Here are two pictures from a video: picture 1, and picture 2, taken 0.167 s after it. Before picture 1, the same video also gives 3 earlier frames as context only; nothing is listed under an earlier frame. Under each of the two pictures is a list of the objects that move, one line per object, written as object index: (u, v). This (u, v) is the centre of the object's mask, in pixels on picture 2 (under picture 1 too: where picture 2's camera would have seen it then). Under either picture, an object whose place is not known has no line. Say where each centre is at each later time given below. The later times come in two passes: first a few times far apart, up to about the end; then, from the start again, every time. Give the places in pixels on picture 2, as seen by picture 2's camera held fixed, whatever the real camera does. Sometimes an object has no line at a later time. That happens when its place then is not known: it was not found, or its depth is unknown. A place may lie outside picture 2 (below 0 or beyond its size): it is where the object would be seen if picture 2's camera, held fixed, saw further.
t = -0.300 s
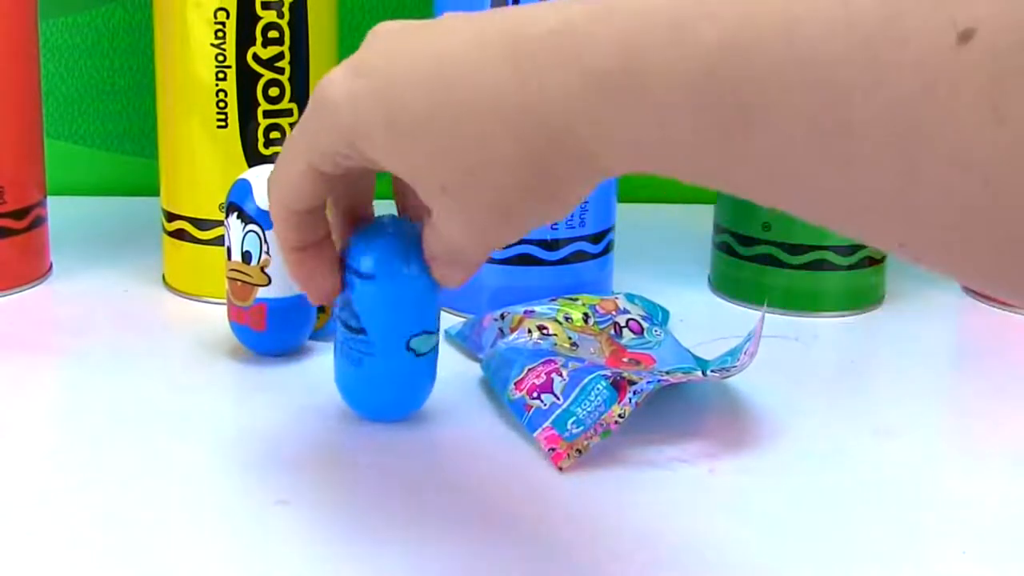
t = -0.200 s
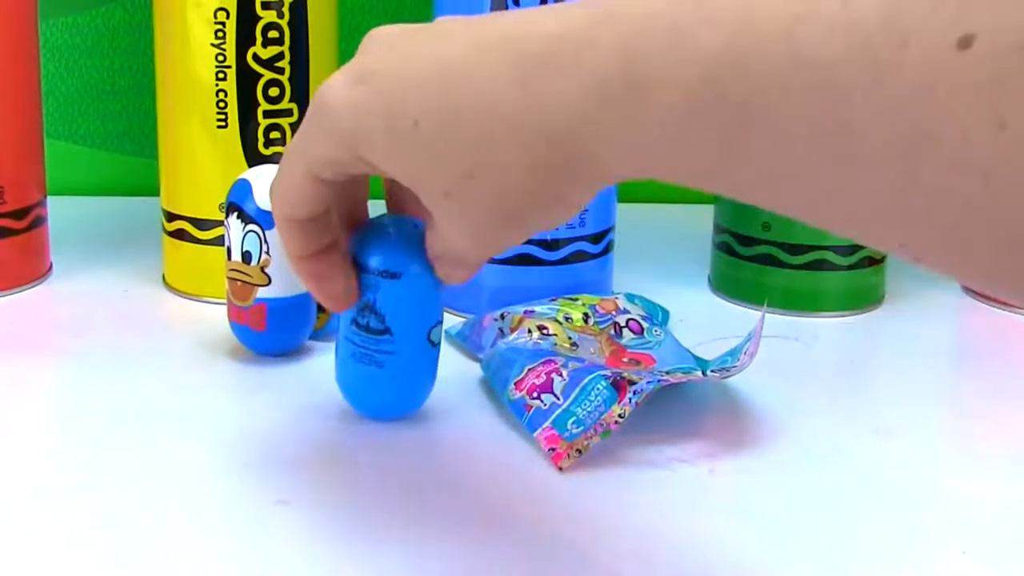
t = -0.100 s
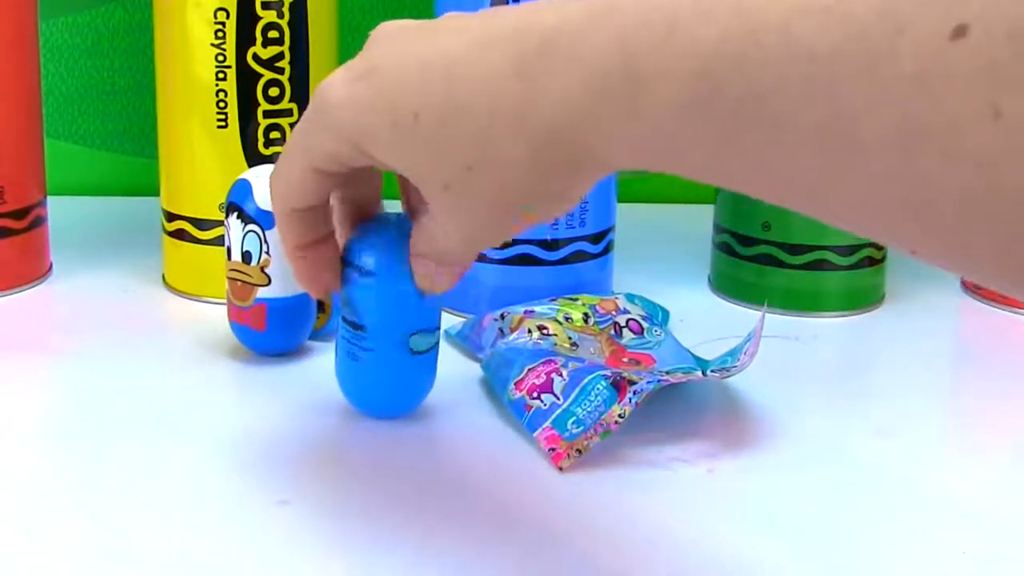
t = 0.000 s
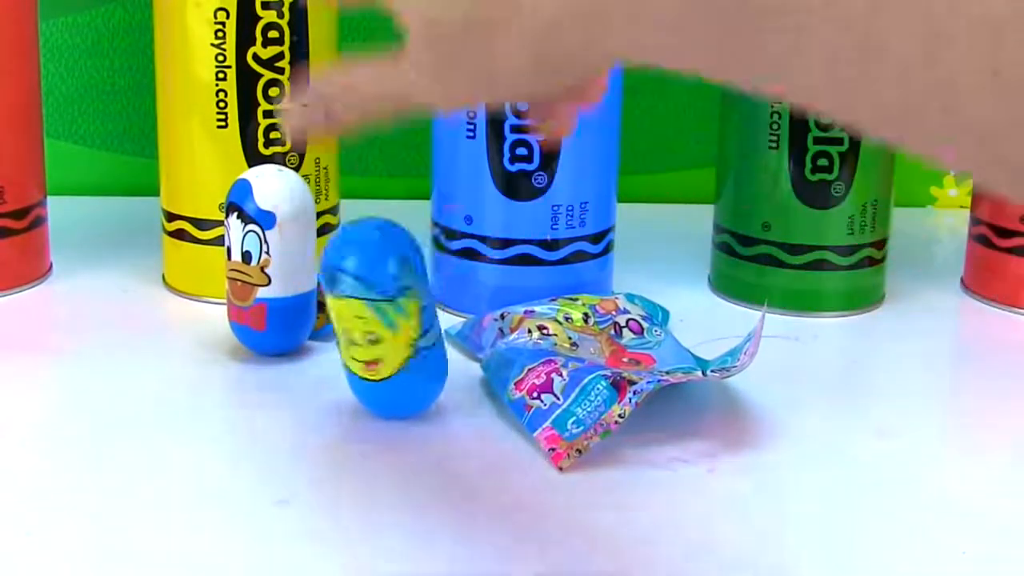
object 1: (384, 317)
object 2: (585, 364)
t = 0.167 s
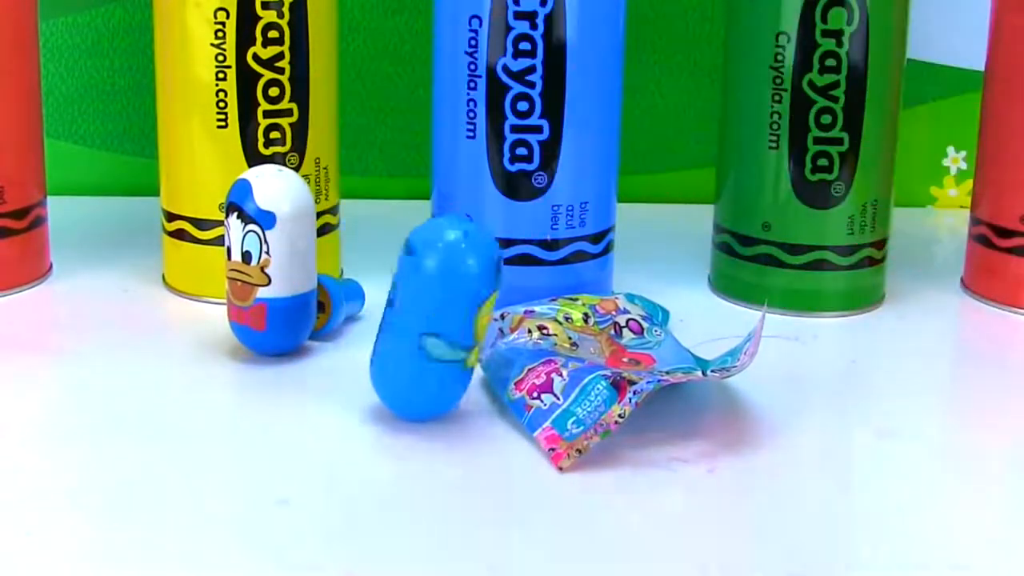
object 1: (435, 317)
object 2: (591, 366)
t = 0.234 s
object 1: (433, 319)
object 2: (590, 365)
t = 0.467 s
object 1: (480, 319)
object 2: (613, 369)
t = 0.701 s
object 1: (491, 313)
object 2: (628, 369)
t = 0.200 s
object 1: (436, 320)
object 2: (591, 366)
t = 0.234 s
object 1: (433, 319)
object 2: (590, 365)
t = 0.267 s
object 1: (432, 318)
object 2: (592, 366)
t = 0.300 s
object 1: (436, 315)
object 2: (595, 366)
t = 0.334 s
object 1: (447, 313)
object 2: (598, 366)
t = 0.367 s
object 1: (462, 313)
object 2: (599, 366)
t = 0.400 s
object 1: (475, 313)
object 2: (603, 368)
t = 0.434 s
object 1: (482, 318)
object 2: (606, 369)
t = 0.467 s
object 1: (480, 319)
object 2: (613, 369)
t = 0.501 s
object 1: (475, 317)
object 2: (617, 368)
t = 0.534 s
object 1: (468, 316)
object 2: (622, 368)
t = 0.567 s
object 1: (466, 313)
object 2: (625, 368)
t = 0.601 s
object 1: (468, 311)
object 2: (626, 368)
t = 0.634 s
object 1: (475, 310)
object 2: (627, 368)
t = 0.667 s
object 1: (483, 310)
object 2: (628, 368)
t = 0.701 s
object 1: (491, 313)
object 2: (628, 369)
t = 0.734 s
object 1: (495, 312)
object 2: (630, 370)
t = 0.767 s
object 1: (492, 315)
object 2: (629, 369)
